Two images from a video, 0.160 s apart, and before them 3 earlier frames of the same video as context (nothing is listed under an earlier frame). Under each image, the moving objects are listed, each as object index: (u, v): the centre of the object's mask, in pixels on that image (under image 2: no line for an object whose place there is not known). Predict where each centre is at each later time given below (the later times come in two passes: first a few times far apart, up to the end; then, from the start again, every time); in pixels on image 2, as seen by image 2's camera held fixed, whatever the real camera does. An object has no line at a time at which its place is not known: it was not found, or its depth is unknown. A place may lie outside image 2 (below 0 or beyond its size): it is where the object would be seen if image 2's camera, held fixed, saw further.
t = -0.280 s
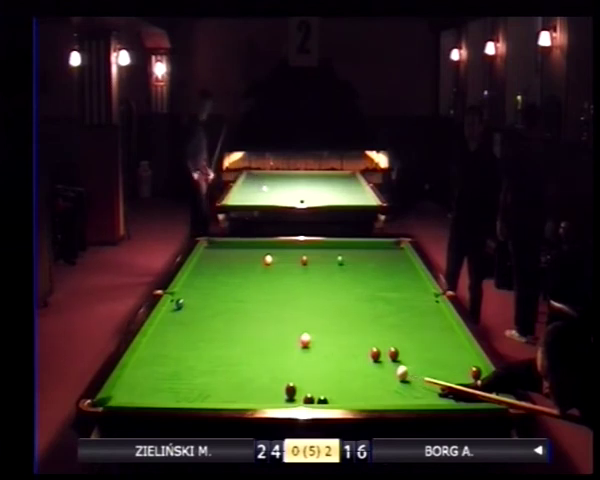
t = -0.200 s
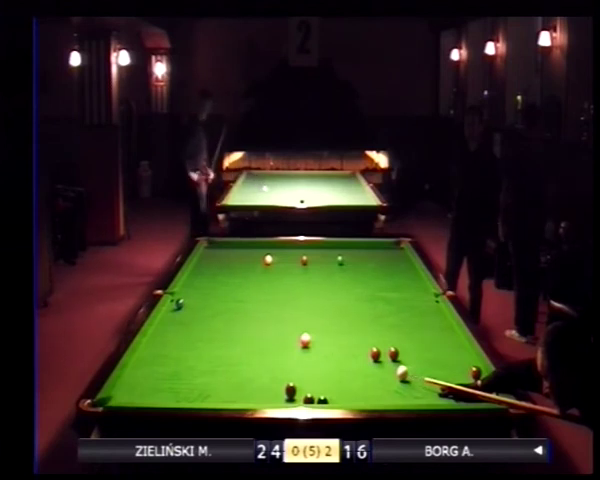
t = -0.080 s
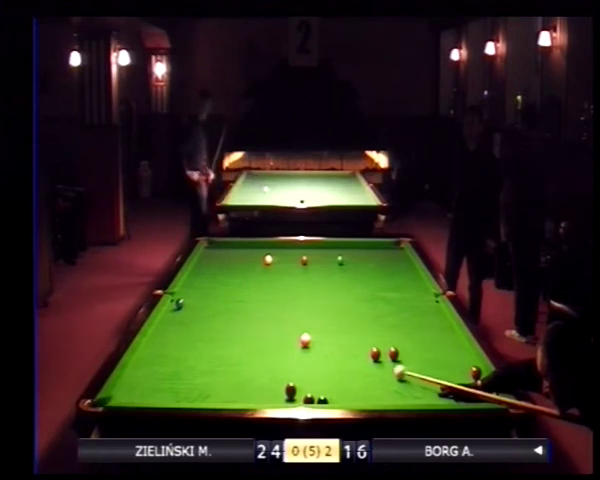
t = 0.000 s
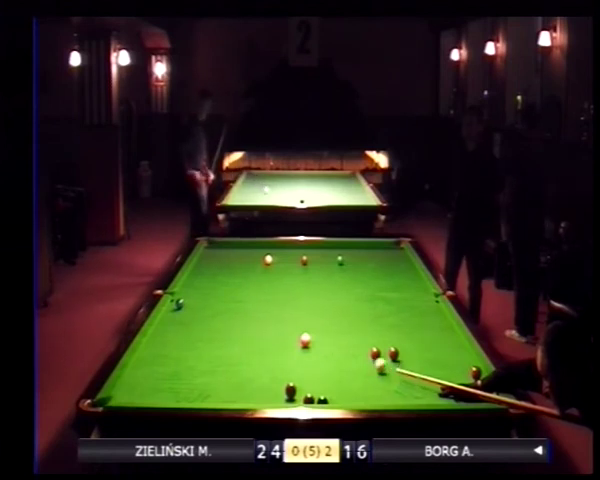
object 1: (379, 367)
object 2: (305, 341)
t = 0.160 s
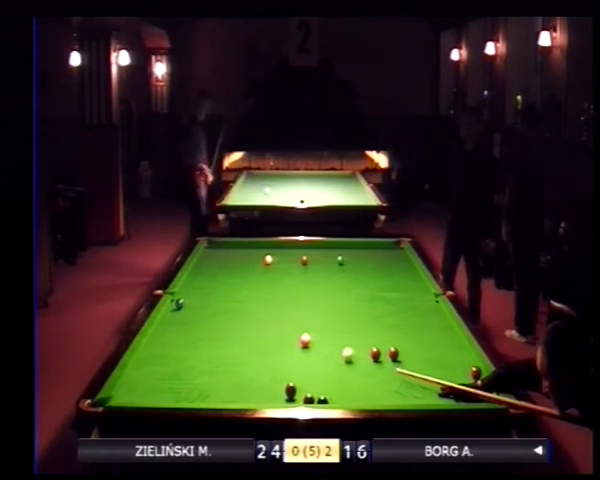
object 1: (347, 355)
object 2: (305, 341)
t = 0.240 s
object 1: (332, 350)
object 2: (305, 341)
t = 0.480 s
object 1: (309, 342)
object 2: (288, 335)
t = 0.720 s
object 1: (300, 339)
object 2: (264, 327)
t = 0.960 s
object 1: (291, 336)
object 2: (243, 320)
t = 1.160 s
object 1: (284, 334)
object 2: (227, 314)
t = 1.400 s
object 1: (277, 332)
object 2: (208, 308)
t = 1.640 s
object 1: (270, 330)
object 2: (192, 302)
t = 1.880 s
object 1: (264, 328)
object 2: (177, 296)
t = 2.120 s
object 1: (259, 327)
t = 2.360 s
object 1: (254, 325)
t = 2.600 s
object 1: (250, 324)
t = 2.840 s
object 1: (247, 322)
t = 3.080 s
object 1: (244, 322)
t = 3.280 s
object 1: (242, 321)
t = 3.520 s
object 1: (240, 321)
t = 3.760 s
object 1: (238, 321)
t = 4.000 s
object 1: (237, 320)
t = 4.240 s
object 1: (237, 321)
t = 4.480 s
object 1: (237, 321)
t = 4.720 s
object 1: (237, 320)
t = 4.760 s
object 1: (236, 320)
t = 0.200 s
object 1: (339, 352)
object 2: (305, 341)
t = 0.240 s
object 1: (332, 350)
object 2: (305, 341)
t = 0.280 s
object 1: (325, 348)
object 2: (305, 341)
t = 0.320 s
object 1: (318, 345)
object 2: (305, 341)
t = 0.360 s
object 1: (312, 342)
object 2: (304, 340)
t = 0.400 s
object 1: (311, 342)
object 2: (298, 339)
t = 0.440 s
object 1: (310, 343)
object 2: (293, 337)
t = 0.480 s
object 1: (309, 342)
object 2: (288, 335)
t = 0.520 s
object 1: (307, 342)
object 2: (283, 334)
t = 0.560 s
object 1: (306, 341)
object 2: (279, 332)
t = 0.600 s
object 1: (304, 341)
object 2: (275, 331)
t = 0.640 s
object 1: (302, 340)
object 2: (271, 329)
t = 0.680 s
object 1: (301, 340)
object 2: (268, 328)
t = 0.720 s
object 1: (300, 339)
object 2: (264, 327)
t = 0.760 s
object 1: (298, 339)
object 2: (260, 326)
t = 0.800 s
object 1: (297, 338)
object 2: (257, 325)
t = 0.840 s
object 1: (295, 338)
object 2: (253, 323)
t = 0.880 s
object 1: (294, 337)
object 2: (249, 322)
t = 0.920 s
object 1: (292, 337)
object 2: (246, 321)
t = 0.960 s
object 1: (291, 336)
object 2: (243, 320)
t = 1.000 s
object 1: (290, 336)
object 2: (239, 319)
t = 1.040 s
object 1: (288, 336)
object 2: (236, 317)
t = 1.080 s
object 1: (287, 335)
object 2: (233, 317)
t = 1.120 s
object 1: (285, 335)
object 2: (229, 315)
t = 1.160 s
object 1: (284, 334)
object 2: (227, 314)
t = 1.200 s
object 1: (283, 334)
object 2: (223, 313)
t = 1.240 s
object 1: (282, 334)
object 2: (220, 312)
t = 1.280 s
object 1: (281, 333)
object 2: (217, 311)
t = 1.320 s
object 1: (279, 333)
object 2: (214, 310)
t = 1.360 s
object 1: (278, 333)
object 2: (211, 309)
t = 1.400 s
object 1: (277, 332)
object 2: (208, 308)
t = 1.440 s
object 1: (276, 332)
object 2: (205, 307)
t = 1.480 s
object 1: (275, 331)
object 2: (203, 306)
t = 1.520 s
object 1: (274, 331)
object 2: (200, 305)
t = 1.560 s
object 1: (273, 331)
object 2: (197, 304)
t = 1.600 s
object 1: (272, 330)
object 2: (194, 303)
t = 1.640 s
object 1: (270, 330)
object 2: (192, 302)
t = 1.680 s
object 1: (269, 329)
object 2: (189, 301)
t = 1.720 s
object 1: (269, 329)
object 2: (187, 300)
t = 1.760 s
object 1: (268, 329)
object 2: (185, 299)
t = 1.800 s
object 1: (267, 329)
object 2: (182, 298)
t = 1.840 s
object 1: (265, 328)
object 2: (179, 298)
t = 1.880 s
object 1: (264, 328)
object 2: (177, 296)
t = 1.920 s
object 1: (264, 328)
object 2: (175, 296)
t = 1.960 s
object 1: (263, 328)
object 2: (173, 296)
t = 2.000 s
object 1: (262, 327)
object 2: (171, 296)
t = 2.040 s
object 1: (261, 327)
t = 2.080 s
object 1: (260, 327)
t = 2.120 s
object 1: (259, 327)
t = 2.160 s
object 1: (258, 326)
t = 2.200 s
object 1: (258, 326)
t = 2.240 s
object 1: (257, 326)
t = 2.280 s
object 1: (256, 326)
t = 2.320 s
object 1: (255, 325)
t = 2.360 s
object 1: (254, 325)
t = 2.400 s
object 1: (254, 325)
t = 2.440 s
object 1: (253, 325)
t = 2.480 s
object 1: (252, 324)
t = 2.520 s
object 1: (252, 324)
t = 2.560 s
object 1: (251, 324)
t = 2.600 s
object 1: (250, 324)
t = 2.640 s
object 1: (250, 323)
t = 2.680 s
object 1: (250, 323)
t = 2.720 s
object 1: (249, 323)
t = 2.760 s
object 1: (248, 323)
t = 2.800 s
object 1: (247, 323)
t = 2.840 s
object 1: (247, 322)
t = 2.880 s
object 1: (246, 322)
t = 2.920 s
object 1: (246, 322)
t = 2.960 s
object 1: (245, 322)
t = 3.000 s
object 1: (245, 322)
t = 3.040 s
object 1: (244, 322)
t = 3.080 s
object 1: (244, 322)
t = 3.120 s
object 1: (243, 322)
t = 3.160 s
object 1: (243, 322)
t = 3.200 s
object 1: (243, 322)
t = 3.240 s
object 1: (242, 321)
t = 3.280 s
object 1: (242, 321)
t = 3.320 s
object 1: (241, 321)
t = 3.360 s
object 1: (241, 321)
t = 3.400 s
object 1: (241, 321)
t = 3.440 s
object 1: (240, 321)
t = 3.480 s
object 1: (240, 321)
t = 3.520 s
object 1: (240, 321)
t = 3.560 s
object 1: (239, 321)
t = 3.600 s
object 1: (239, 321)
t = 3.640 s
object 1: (239, 320)
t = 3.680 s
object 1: (239, 321)
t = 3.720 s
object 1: (238, 320)
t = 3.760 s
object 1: (238, 321)
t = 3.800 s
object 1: (238, 321)
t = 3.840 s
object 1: (238, 321)
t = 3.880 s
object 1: (238, 321)
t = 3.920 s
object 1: (238, 321)
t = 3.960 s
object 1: (237, 321)
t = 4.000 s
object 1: (237, 320)
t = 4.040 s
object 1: (237, 320)
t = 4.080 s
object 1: (237, 320)
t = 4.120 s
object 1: (237, 321)
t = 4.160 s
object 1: (237, 320)
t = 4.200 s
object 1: (237, 321)
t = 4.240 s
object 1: (237, 321)
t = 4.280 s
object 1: (237, 320)
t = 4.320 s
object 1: (237, 320)
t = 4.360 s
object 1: (237, 321)
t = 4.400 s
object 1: (237, 321)
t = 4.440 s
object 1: (237, 321)
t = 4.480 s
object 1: (237, 321)
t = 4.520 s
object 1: (237, 321)
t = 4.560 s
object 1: (236, 321)
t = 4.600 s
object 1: (236, 320)
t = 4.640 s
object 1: (237, 320)
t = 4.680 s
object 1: (237, 320)
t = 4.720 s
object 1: (237, 320)
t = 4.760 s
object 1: (236, 320)
